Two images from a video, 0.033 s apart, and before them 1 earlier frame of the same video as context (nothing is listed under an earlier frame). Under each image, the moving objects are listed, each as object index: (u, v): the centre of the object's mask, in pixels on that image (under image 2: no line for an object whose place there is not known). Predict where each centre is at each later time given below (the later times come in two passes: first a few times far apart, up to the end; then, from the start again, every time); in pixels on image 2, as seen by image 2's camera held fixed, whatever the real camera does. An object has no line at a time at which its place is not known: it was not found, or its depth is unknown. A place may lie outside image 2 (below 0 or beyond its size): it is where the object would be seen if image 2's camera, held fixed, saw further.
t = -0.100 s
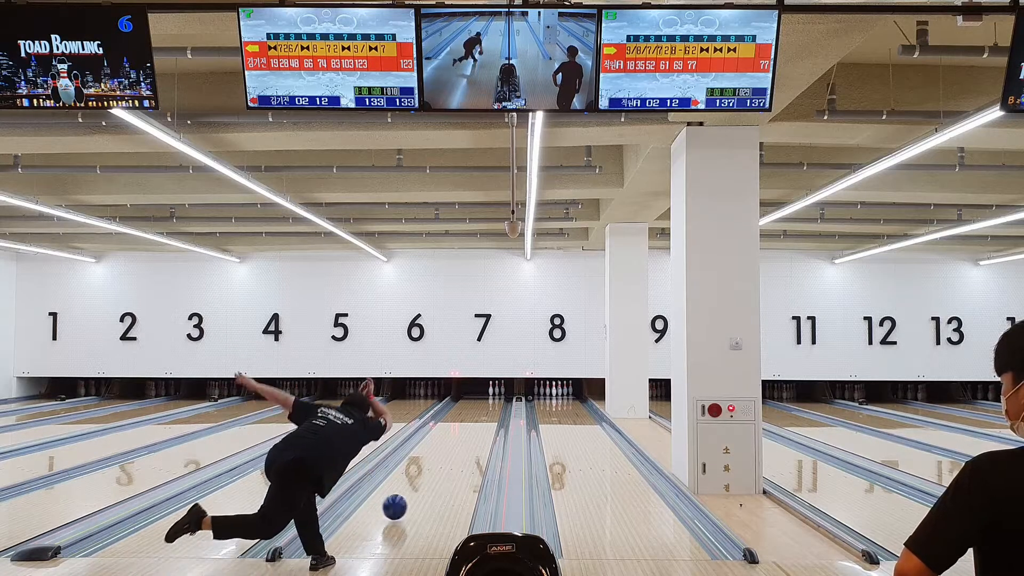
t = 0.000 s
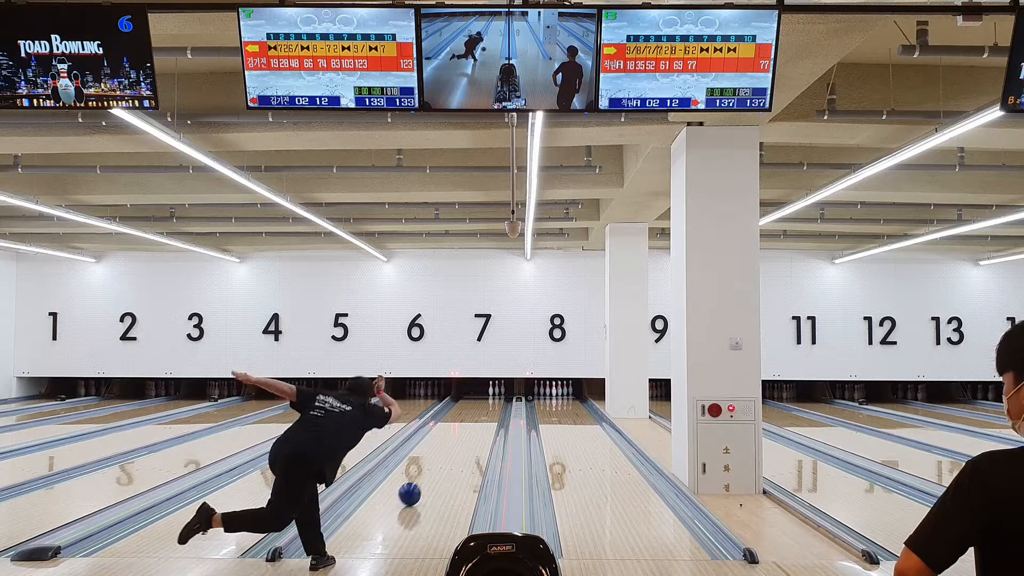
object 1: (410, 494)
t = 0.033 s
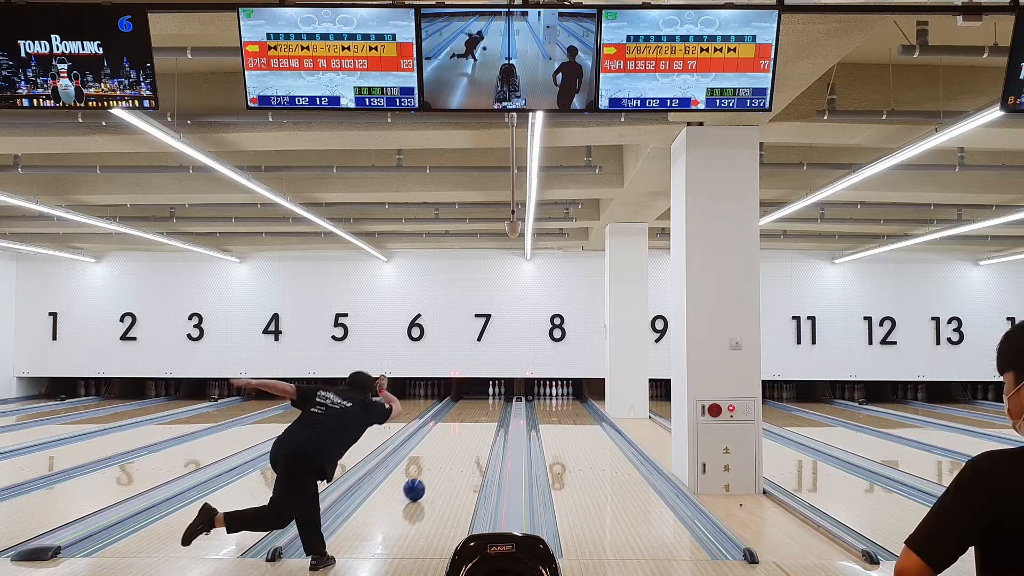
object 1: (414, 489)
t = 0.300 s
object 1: (442, 462)
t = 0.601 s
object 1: (463, 442)
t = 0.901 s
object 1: (477, 427)
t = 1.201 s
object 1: (487, 416)
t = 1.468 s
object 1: (492, 408)
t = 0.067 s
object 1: (418, 485)
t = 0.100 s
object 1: (422, 482)
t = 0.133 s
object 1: (426, 478)
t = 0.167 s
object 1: (430, 475)
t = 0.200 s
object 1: (433, 471)
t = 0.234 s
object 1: (436, 468)
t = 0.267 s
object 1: (439, 465)
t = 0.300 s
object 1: (442, 462)
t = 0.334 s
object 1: (445, 460)
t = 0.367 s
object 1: (448, 457)
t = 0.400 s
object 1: (450, 454)
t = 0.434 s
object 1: (453, 452)
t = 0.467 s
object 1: (455, 450)
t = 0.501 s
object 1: (457, 448)
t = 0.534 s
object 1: (459, 445)
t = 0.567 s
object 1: (461, 444)
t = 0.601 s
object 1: (463, 442)
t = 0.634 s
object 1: (465, 439)
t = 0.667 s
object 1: (467, 438)
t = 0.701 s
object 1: (469, 436)
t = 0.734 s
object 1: (470, 434)
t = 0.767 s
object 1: (472, 433)
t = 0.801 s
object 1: (473, 431)
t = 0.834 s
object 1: (475, 429)
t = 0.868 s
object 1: (476, 428)
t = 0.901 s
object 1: (477, 427)
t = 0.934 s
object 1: (479, 425)
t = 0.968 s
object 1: (480, 424)
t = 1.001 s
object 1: (481, 423)
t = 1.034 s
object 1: (482, 422)
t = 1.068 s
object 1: (483, 420)
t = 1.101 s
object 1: (484, 419)
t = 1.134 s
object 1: (485, 418)
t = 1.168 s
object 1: (486, 417)
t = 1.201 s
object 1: (487, 416)
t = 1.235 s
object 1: (488, 415)
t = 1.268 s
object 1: (489, 414)
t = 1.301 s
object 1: (489, 413)
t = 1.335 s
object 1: (490, 411)
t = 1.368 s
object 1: (490, 411)
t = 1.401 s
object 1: (491, 410)
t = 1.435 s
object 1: (491, 409)
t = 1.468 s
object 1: (492, 408)
